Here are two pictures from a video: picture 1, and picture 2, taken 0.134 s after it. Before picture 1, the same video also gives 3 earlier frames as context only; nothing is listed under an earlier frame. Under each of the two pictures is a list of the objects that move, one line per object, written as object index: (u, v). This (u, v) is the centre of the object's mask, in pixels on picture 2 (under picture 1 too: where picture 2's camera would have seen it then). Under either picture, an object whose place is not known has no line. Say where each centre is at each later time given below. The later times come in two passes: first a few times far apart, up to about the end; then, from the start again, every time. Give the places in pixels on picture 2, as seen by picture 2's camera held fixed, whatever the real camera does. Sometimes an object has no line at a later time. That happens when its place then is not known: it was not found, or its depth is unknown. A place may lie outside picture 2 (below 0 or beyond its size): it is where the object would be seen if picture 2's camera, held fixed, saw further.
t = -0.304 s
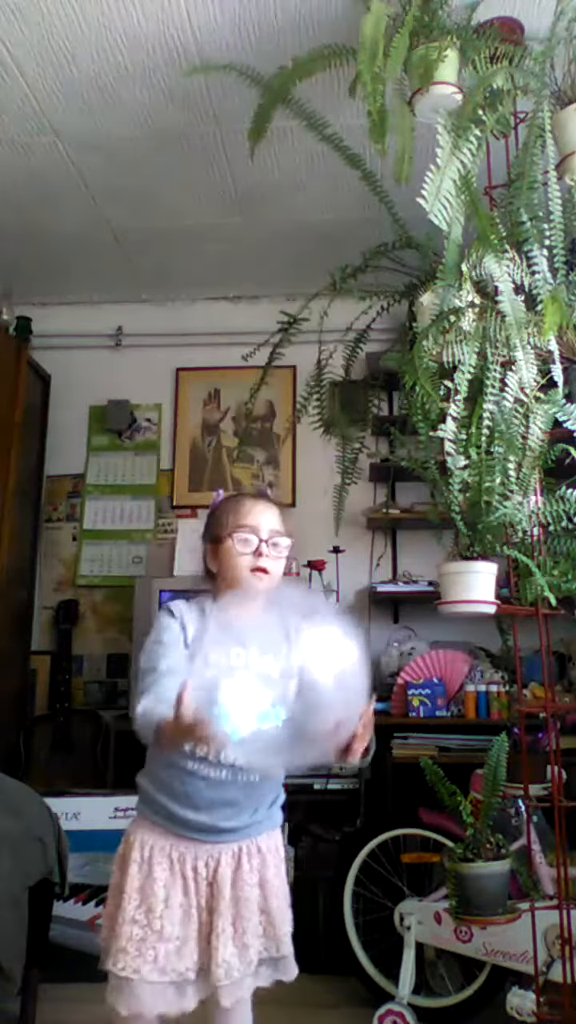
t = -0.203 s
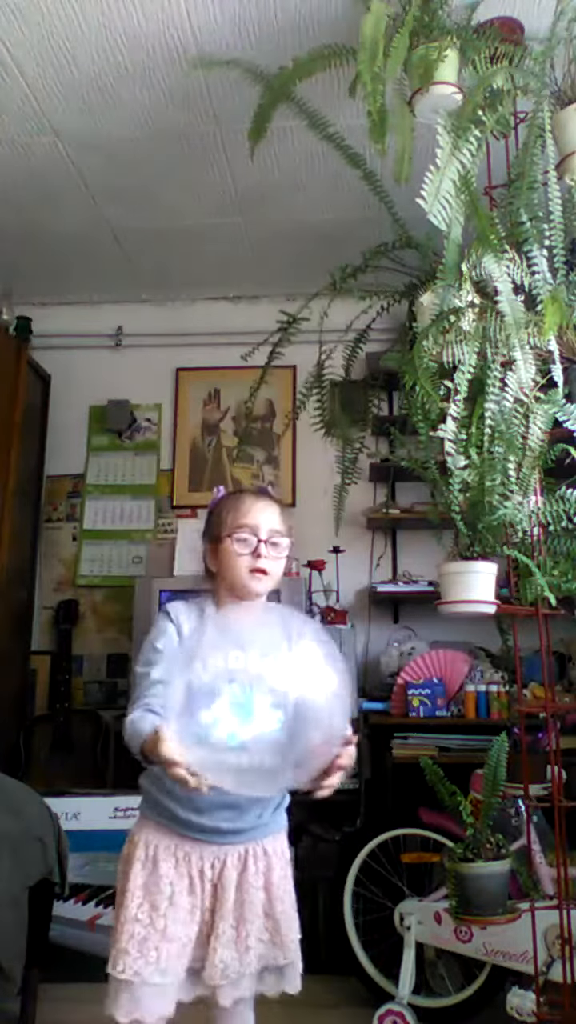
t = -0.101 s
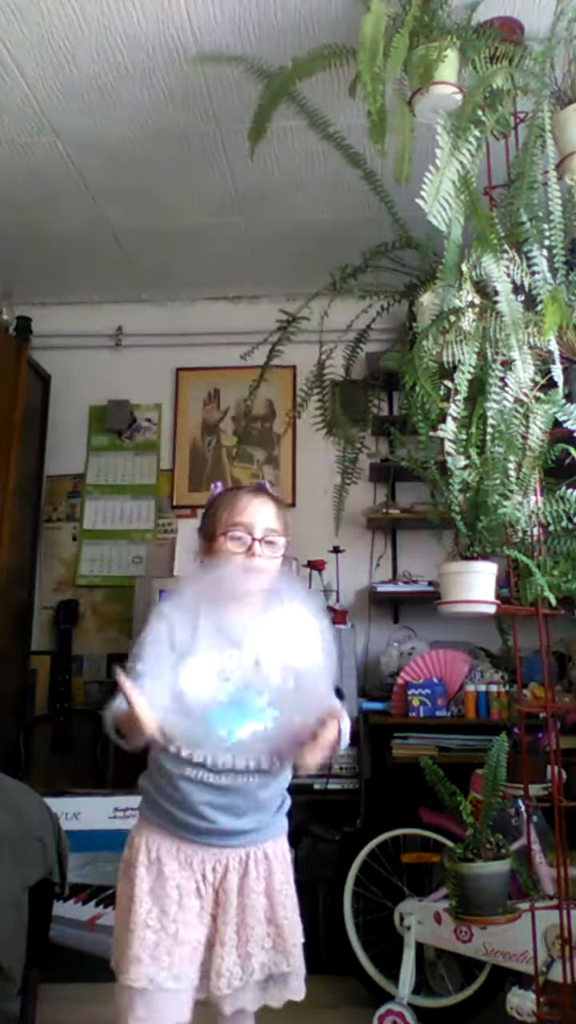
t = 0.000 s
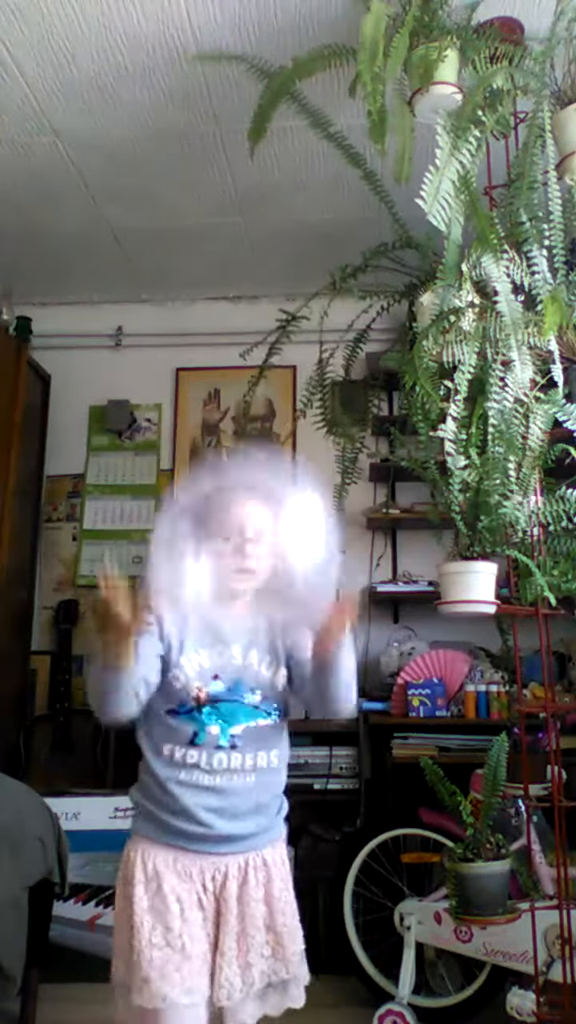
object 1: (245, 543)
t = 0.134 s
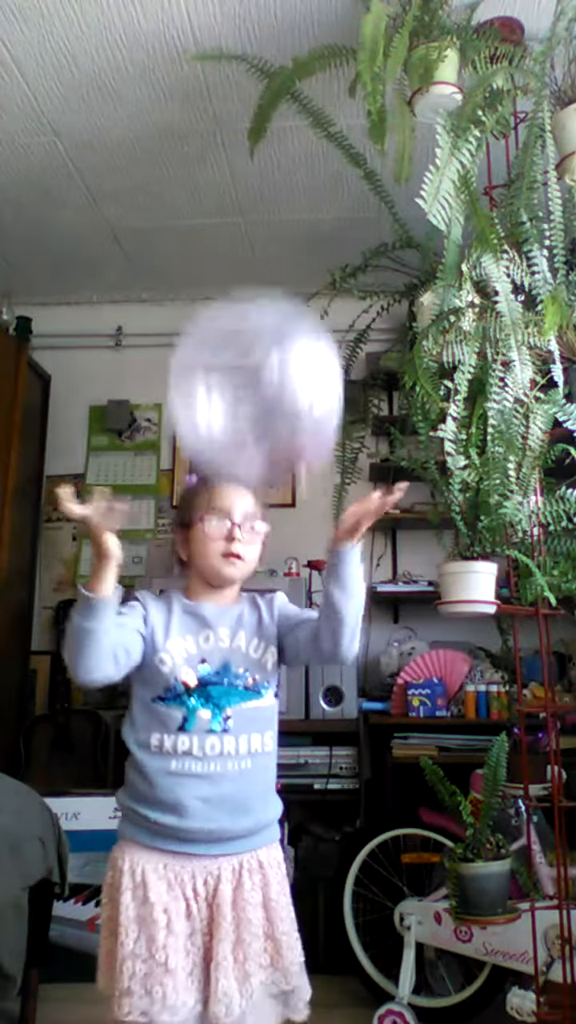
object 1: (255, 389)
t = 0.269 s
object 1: (259, 280)
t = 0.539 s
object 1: (265, 183)
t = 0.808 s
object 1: (268, 183)
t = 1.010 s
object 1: (266, 221)
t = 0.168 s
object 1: (257, 359)
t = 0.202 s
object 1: (257, 331)
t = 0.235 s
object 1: (259, 304)
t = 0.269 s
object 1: (259, 280)
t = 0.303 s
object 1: (260, 261)
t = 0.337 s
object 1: (261, 245)
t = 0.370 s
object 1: (262, 230)
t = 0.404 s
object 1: (263, 217)
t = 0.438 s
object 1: (263, 206)
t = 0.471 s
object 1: (264, 197)
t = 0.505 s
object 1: (265, 189)
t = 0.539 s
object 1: (265, 183)
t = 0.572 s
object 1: (266, 179)
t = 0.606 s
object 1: (267, 176)
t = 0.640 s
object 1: (267, 175)
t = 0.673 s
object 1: (267, 174)
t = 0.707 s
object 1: (267, 175)
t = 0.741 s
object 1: (268, 177)
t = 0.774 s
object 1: (268, 180)
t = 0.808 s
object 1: (268, 183)
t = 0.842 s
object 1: (268, 187)
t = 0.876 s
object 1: (268, 193)
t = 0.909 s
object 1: (267, 199)
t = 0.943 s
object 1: (267, 205)
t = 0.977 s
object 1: (267, 213)
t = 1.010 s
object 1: (266, 221)
